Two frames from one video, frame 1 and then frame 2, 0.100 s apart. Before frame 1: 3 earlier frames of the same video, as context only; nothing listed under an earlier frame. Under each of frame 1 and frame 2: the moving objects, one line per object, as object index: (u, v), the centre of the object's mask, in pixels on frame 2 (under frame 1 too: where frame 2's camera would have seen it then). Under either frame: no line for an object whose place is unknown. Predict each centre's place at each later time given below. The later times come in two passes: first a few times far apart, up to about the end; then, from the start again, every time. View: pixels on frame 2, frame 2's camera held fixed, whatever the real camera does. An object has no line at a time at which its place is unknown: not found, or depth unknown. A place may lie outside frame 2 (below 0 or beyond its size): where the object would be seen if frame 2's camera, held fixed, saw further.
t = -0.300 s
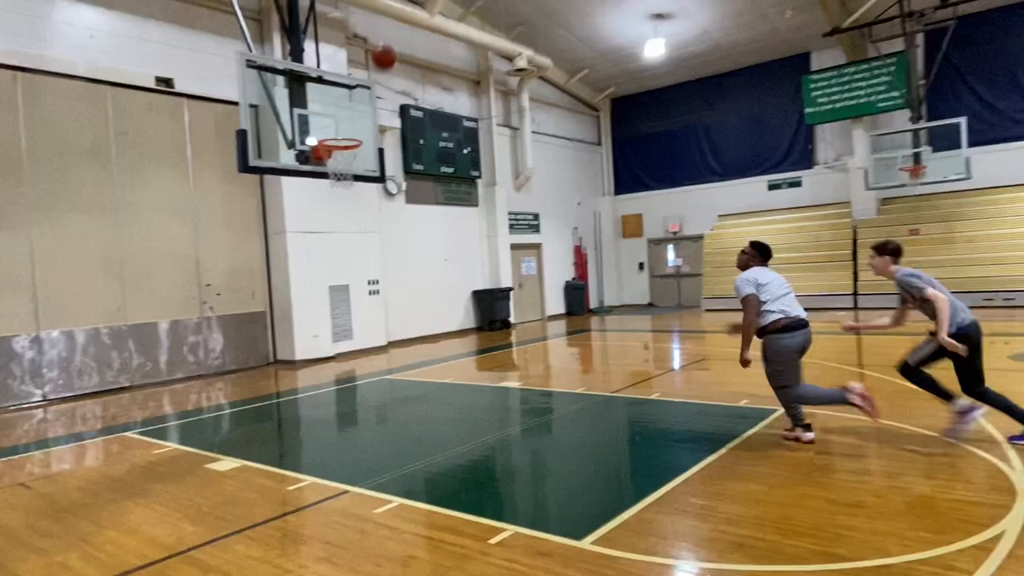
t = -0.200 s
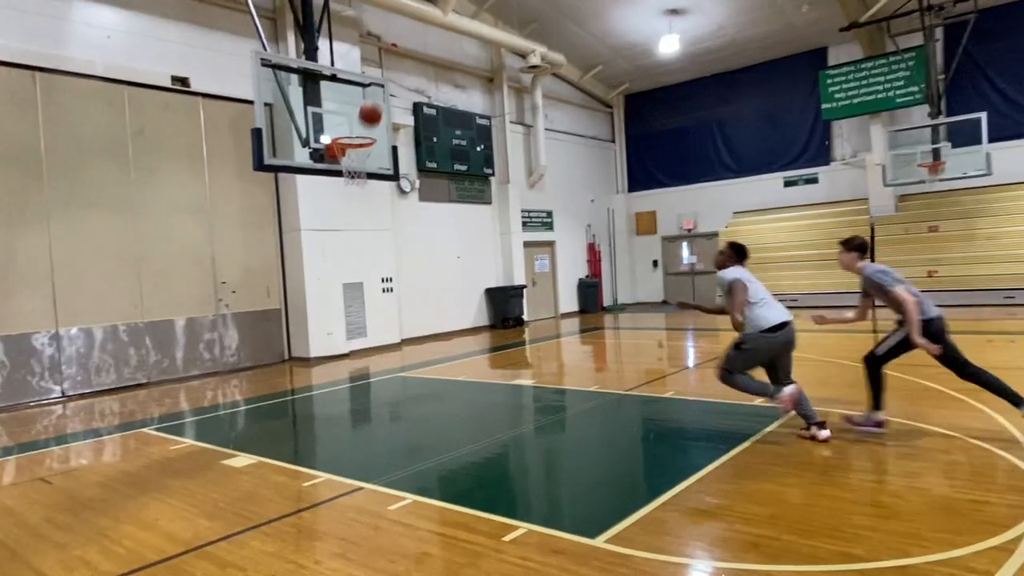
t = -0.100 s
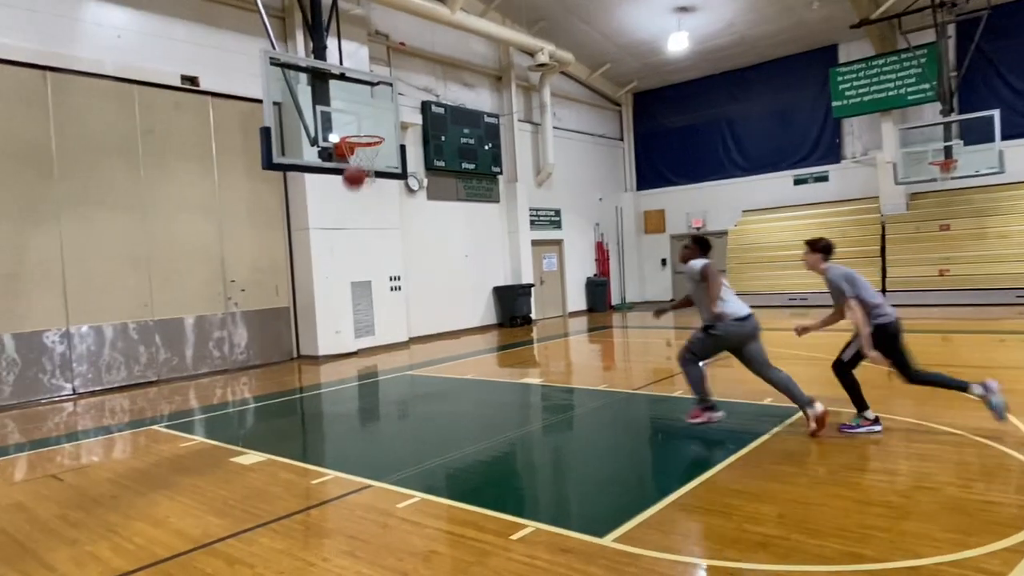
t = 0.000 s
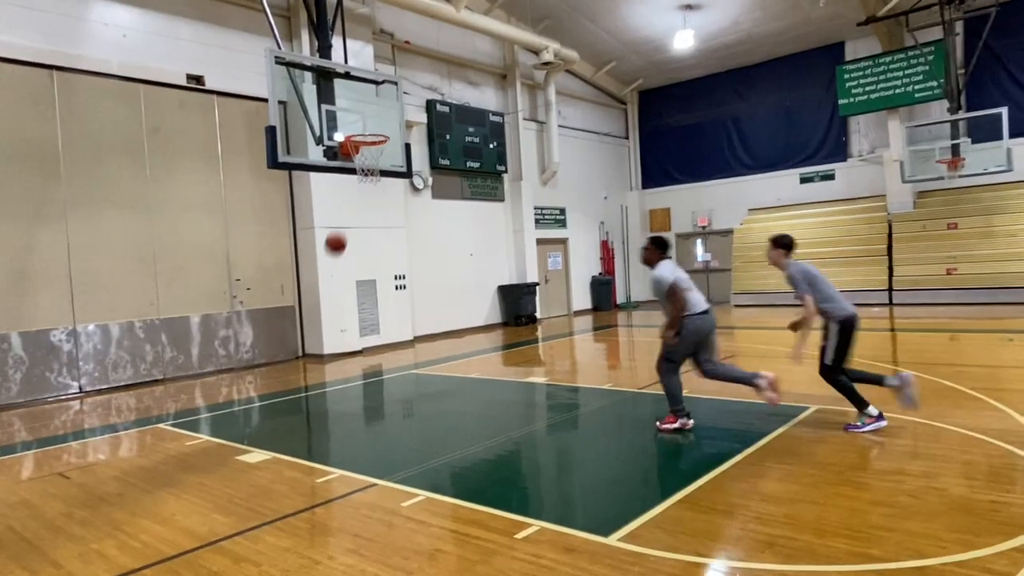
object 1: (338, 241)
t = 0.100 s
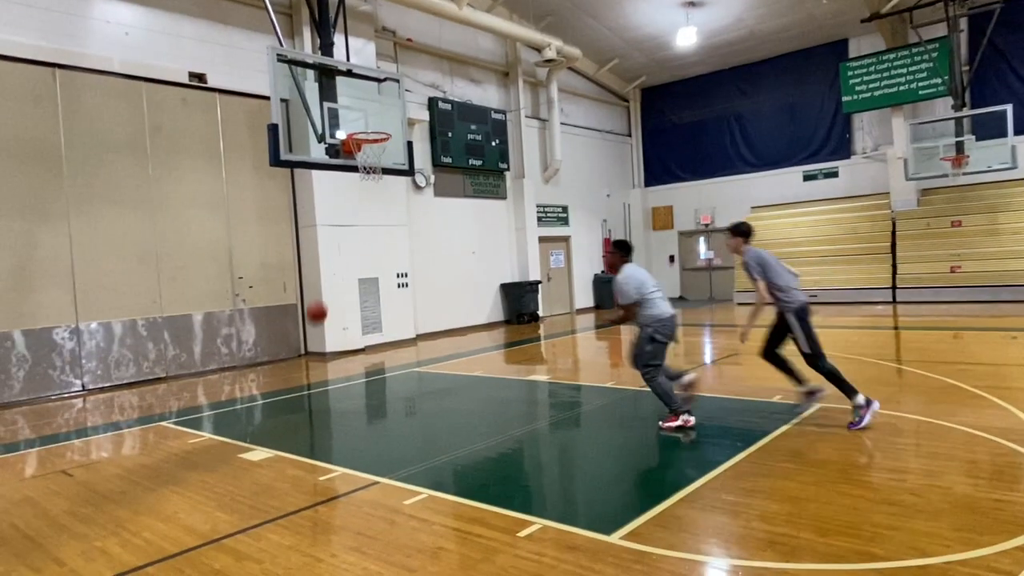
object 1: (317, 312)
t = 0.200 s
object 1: (298, 387)
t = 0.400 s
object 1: (270, 301)
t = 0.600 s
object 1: (246, 232)
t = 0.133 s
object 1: (311, 337)
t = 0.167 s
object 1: (304, 361)
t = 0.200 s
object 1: (298, 387)
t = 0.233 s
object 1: (292, 386)
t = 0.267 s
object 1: (287, 368)
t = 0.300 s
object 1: (283, 350)
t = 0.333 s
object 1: (279, 333)
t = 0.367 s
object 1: (274, 316)
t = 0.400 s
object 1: (270, 301)
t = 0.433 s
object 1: (266, 287)
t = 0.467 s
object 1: (262, 273)
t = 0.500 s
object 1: (258, 262)
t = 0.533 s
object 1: (254, 251)
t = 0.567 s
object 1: (250, 241)
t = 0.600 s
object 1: (246, 232)
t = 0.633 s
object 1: (243, 223)
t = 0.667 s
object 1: (239, 216)
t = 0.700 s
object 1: (236, 210)
